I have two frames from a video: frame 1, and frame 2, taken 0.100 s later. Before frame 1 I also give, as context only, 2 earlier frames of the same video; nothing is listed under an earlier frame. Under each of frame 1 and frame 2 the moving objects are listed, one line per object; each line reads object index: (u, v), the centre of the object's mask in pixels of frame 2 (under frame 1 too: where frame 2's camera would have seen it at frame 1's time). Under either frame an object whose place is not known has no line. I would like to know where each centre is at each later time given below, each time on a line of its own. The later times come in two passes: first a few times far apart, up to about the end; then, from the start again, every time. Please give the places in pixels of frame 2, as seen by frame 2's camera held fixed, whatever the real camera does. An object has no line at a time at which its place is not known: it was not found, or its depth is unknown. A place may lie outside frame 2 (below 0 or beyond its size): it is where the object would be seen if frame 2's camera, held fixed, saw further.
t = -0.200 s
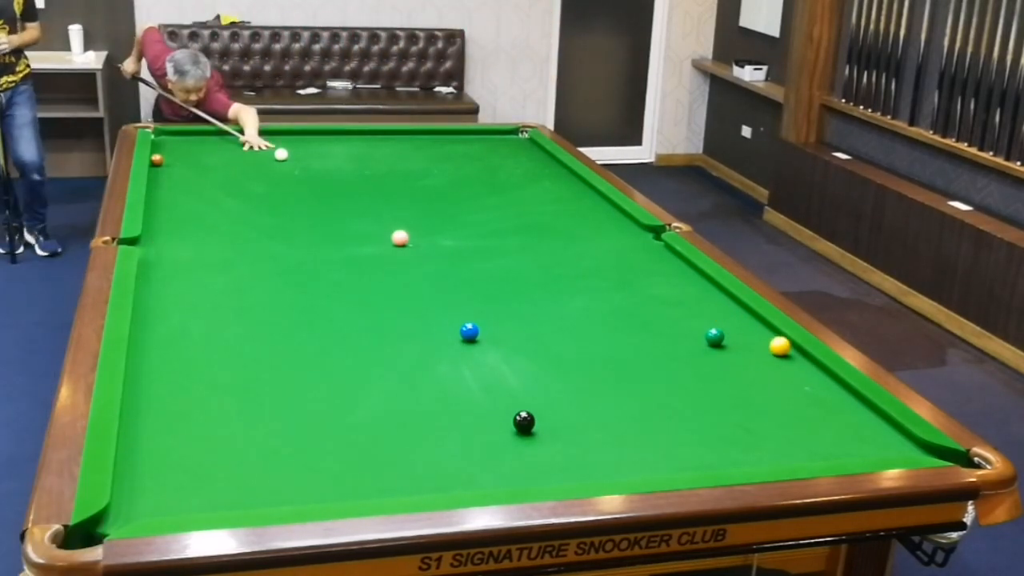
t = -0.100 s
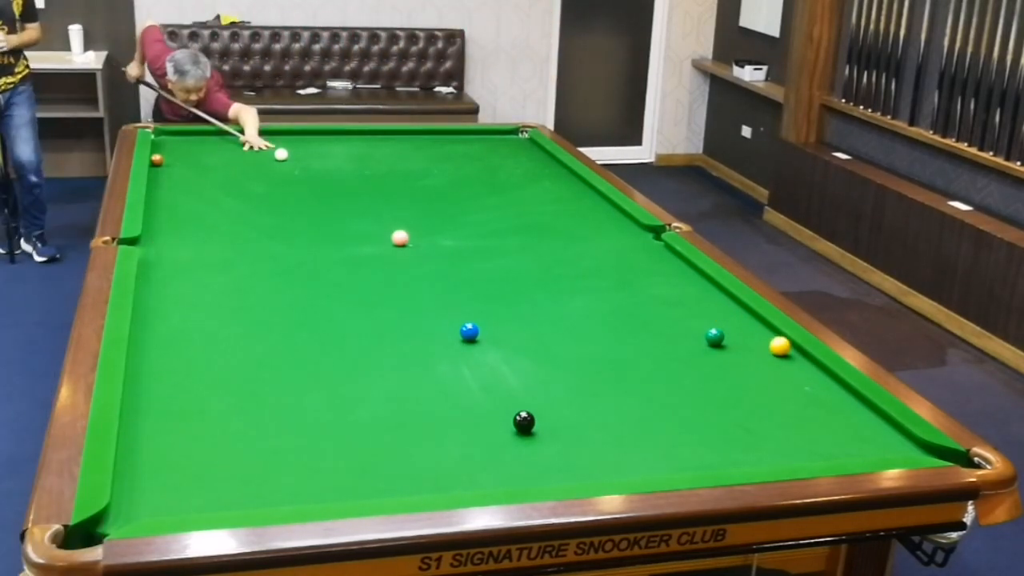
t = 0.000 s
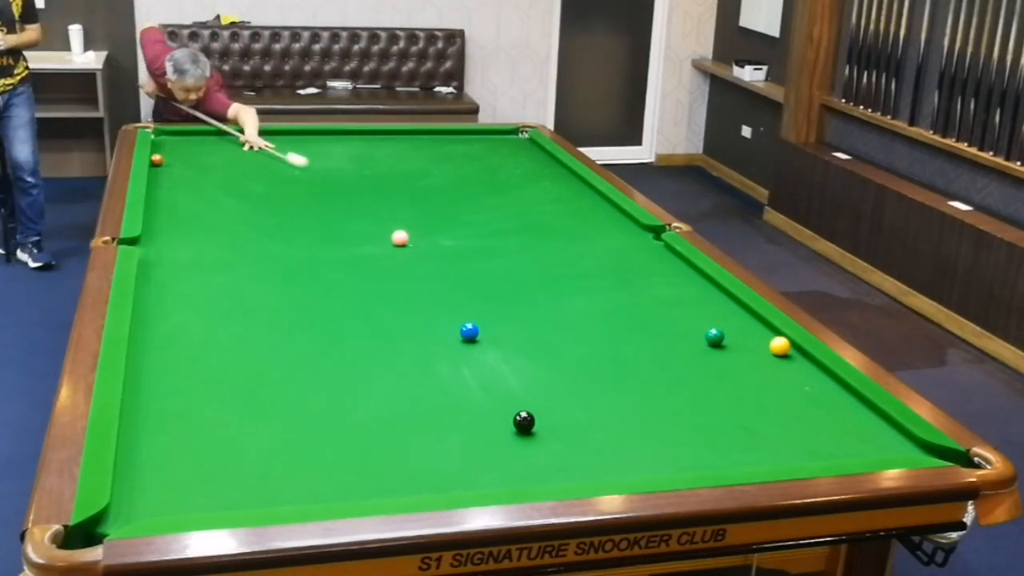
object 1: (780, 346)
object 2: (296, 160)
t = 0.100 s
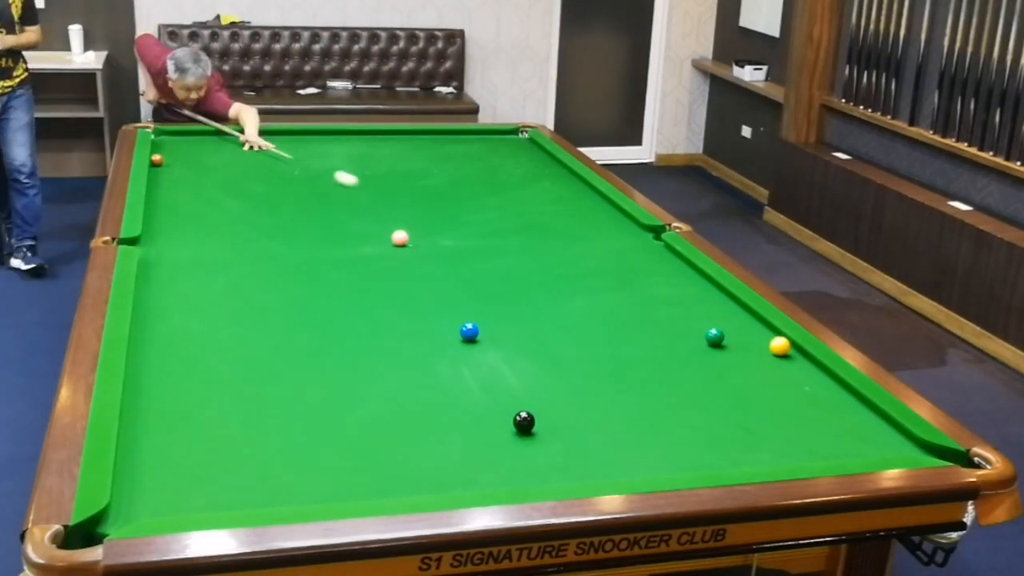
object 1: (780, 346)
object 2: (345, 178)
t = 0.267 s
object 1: (780, 346)
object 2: (431, 212)
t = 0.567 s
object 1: (780, 346)
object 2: (588, 272)
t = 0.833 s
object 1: (780, 346)
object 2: (732, 327)
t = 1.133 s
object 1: (803, 392)
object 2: (789, 348)
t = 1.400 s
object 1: (801, 439)
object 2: (798, 362)
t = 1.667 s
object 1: (748, 445)
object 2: (803, 375)
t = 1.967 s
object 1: (657, 417)
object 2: (808, 390)
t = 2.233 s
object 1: (585, 395)
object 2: (812, 403)
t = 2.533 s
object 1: (512, 373)
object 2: (816, 416)
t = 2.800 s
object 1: (454, 355)
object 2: (818, 428)
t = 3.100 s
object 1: (394, 337)
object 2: (822, 440)
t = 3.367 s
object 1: (346, 323)
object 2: (824, 449)
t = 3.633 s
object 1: (301, 310)
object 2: (826, 454)
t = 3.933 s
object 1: (256, 297)
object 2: (820, 454)
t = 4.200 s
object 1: (218, 286)
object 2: (815, 452)
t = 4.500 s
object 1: (180, 275)
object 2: (812, 451)
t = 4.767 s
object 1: (150, 266)
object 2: (812, 451)
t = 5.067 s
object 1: (163, 259)
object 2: (812, 451)
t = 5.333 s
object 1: (179, 253)
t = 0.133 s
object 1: (780, 346)
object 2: (362, 185)
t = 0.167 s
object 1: (780, 346)
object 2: (380, 192)
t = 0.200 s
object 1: (780, 346)
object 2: (397, 199)
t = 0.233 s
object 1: (780, 346)
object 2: (414, 205)
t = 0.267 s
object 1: (780, 346)
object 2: (431, 212)
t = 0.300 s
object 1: (780, 346)
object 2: (449, 218)
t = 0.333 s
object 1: (780, 346)
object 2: (466, 225)
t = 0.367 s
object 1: (780, 346)
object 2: (484, 232)
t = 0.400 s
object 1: (780, 346)
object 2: (502, 239)
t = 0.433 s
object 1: (780, 346)
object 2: (519, 245)
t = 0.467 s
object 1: (780, 346)
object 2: (536, 252)
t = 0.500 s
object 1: (780, 346)
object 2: (553, 259)
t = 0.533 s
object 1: (780, 346)
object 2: (571, 266)
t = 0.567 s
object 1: (780, 346)
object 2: (588, 272)
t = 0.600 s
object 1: (780, 346)
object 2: (605, 279)
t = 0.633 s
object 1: (780, 346)
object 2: (622, 285)
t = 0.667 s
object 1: (780, 346)
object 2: (639, 292)
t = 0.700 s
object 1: (780, 346)
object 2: (657, 299)
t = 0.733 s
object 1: (780, 346)
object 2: (675, 305)
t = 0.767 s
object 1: (780, 346)
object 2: (693, 313)
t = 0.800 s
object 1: (780, 346)
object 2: (712, 319)
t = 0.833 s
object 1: (780, 346)
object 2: (732, 327)
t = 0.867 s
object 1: (780, 346)
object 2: (752, 335)
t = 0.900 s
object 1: (787, 349)
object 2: (764, 340)
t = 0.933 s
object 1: (802, 355)
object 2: (766, 341)
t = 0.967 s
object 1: (803, 363)
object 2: (768, 341)
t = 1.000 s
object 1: (803, 369)
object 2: (770, 342)
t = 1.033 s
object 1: (803, 375)
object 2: (774, 343)
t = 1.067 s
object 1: (803, 381)
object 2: (779, 344)
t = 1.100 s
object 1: (803, 386)
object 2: (784, 346)
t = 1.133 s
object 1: (803, 392)
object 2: (789, 348)
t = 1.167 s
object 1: (803, 397)
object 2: (794, 350)
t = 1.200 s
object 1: (802, 403)
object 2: (795, 352)
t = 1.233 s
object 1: (802, 409)
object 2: (796, 354)
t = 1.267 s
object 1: (802, 414)
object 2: (796, 355)
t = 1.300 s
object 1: (802, 420)
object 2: (797, 357)
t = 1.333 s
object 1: (802, 426)
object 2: (797, 359)
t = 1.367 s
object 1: (801, 432)
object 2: (798, 360)
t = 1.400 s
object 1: (801, 439)
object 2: (798, 362)
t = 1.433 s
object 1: (801, 445)
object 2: (799, 364)
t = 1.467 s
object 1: (800, 450)
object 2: (800, 365)
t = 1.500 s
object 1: (800, 455)
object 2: (800, 367)
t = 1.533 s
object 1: (794, 457)
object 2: (801, 369)
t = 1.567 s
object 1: (782, 454)
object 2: (801, 370)
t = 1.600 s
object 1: (770, 451)
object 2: (802, 372)
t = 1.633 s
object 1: (759, 448)
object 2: (803, 374)
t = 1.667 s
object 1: (748, 445)
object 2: (803, 375)
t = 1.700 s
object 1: (738, 442)
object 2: (804, 377)
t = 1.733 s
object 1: (727, 438)
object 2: (804, 379)
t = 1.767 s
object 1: (717, 435)
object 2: (805, 380)
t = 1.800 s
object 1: (707, 432)
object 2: (805, 382)
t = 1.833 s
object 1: (696, 429)
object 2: (806, 383)
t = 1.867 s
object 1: (686, 426)
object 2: (806, 385)
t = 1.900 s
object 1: (677, 423)
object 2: (807, 387)
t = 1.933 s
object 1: (667, 420)
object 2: (807, 389)
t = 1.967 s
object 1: (657, 417)
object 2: (808, 390)
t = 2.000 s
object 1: (648, 414)
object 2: (809, 392)
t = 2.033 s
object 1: (638, 411)
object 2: (809, 393)
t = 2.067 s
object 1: (629, 408)
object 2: (810, 395)
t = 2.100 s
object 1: (620, 406)
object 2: (810, 396)
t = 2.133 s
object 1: (611, 403)
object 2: (811, 398)
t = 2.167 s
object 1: (602, 400)
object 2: (811, 400)
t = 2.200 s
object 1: (594, 398)
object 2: (812, 401)
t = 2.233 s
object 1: (585, 395)
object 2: (812, 403)
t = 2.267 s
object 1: (577, 392)
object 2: (813, 404)
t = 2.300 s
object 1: (568, 390)
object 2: (813, 406)
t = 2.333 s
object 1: (560, 387)
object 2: (813, 407)
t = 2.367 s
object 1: (552, 384)
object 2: (814, 409)
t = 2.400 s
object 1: (544, 382)
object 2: (814, 411)
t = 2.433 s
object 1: (536, 380)
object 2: (814, 412)
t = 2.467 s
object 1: (528, 377)
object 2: (815, 413)
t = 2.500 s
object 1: (520, 375)
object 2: (815, 415)
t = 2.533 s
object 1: (512, 373)
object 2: (816, 416)
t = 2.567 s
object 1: (505, 370)
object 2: (816, 418)
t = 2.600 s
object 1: (498, 368)
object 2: (816, 419)
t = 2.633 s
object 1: (490, 366)
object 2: (816, 421)
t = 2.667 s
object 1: (483, 364)
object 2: (817, 422)
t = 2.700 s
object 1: (476, 361)
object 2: (817, 424)
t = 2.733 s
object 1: (468, 359)
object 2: (818, 425)
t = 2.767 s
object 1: (461, 357)
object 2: (818, 427)
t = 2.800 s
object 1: (454, 355)
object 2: (818, 428)
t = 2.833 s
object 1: (447, 353)
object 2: (819, 429)
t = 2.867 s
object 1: (440, 351)
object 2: (819, 431)
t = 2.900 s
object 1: (434, 349)
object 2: (820, 432)
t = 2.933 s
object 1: (427, 347)
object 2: (820, 434)
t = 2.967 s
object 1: (420, 345)
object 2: (820, 435)
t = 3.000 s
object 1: (414, 343)
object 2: (821, 436)
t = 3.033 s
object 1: (407, 341)
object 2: (821, 438)
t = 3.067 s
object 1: (401, 339)
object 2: (821, 439)
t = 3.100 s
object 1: (394, 337)
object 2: (822, 440)
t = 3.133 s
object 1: (388, 336)
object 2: (822, 441)
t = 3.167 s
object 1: (382, 334)
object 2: (822, 442)
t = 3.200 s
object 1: (376, 332)
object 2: (823, 444)
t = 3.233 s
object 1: (369, 330)
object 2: (823, 445)
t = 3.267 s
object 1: (364, 328)
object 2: (823, 446)
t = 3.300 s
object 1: (357, 327)
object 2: (823, 447)
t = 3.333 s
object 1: (351, 325)
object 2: (824, 448)
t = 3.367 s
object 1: (346, 323)
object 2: (824, 449)
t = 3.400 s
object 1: (340, 322)
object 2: (825, 450)
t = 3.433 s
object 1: (334, 320)
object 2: (825, 450)
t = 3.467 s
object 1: (328, 318)
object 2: (825, 451)
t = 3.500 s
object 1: (323, 316)
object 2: (825, 452)
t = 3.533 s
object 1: (317, 315)
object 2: (826, 452)
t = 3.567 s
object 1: (311, 313)
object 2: (826, 453)
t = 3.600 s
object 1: (306, 312)
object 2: (826, 454)
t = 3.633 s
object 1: (301, 310)
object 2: (826, 454)
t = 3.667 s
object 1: (296, 309)
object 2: (826, 455)
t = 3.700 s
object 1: (290, 307)
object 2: (826, 455)
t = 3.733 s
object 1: (285, 305)
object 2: (825, 455)
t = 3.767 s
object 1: (280, 304)
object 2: (825, 455)
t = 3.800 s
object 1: (275, 303)
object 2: (823, 455)
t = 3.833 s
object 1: (270, 301)
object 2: (822, 454)
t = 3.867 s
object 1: (265, 300)
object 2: (821, 454)
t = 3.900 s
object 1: (260, 298)
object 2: (821, 454)
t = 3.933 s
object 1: (256, 297)
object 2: (820, 454)
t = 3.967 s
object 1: (251, 296)
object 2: (819, 453)
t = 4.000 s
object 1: (246, 294)
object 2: (818, 453)
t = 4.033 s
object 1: (241, 293)
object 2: (818, 453)
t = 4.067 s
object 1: (236, 291)
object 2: (817, 452)
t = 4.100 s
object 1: (232, 290)
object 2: (816, 452)
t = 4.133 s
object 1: (227, 289)
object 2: (816, 452)
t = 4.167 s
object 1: (223, 288)
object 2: (815, 452)
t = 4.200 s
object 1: (218, 286)
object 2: (815, 452)
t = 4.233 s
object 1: (214, 285)
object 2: (814, 452)
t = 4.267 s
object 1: (210, 284)
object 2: (814, 452)
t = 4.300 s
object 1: (205, 282)
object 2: (814, 452)
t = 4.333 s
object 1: (201, 281)
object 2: (813, 451)
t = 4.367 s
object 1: (197, 280)
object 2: (813, 451)
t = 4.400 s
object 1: (193, 279)
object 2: (813, 451)
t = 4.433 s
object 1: (188, 278)
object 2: (812, 451)
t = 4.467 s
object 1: (184, 277)
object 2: (812, 451)
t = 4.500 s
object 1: (180, 275)
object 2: (812, 451)
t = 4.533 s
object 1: (176, 274)
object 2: (812, 451)
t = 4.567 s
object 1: (173, 273)
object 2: (812, 451)
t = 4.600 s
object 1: (170, 272)
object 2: (812, 451)
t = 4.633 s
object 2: (812, 451)
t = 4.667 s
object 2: (812, 451)
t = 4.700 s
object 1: (154, 266)
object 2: (812, 451)
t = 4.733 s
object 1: (154, 267)
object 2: (812, 451)
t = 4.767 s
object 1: (150, 266)
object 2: (812, 451)
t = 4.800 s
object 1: (147, 265)
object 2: (812, 451)
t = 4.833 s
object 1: (148, 264)
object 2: (812, 451)
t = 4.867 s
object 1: (150, 264)
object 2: (812, 451)
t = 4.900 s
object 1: (152, 263)
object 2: (812, 451)
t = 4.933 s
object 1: (154, 262)
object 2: (812, 451)
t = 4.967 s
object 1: (157, 261)
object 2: (812, 451)
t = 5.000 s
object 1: (159, 260)
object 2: (812, 451)
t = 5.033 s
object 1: (161, 260)
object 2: (812, 451)
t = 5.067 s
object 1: (163, 259)
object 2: (812, 451)
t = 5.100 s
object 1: (165, 258)
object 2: (812, 451)
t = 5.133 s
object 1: (167, 257)
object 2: (812, 451)
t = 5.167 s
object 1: (169, 256)
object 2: (812, 451)
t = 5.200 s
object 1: (171, 255)
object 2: (812, 451)
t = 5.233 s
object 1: (173, 255)
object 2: (812, 451)
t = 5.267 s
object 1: (175, 254)
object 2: (815, 449)
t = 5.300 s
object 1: (177, 253)
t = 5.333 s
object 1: (179, 253)
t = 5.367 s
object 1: (181, 252)
